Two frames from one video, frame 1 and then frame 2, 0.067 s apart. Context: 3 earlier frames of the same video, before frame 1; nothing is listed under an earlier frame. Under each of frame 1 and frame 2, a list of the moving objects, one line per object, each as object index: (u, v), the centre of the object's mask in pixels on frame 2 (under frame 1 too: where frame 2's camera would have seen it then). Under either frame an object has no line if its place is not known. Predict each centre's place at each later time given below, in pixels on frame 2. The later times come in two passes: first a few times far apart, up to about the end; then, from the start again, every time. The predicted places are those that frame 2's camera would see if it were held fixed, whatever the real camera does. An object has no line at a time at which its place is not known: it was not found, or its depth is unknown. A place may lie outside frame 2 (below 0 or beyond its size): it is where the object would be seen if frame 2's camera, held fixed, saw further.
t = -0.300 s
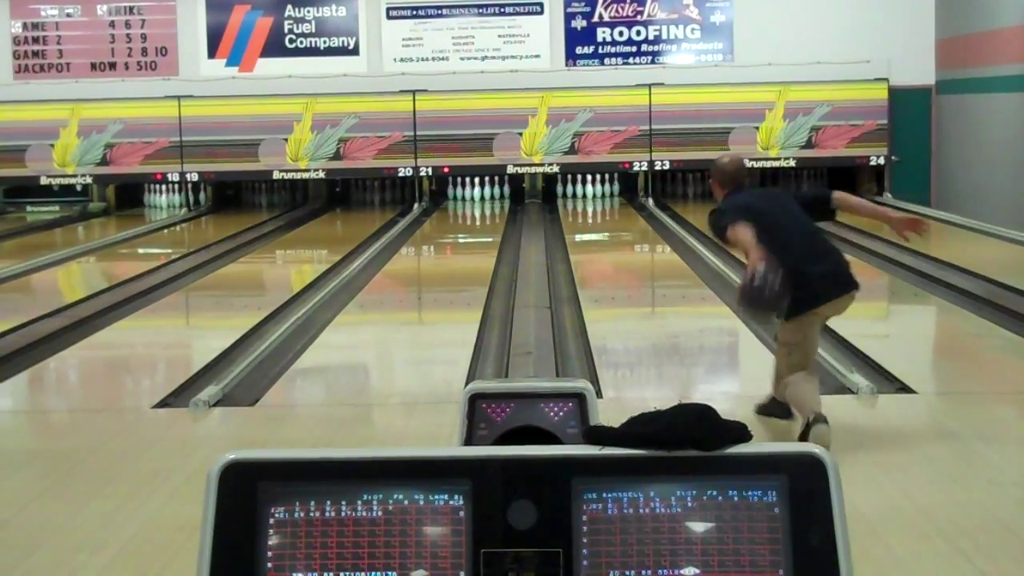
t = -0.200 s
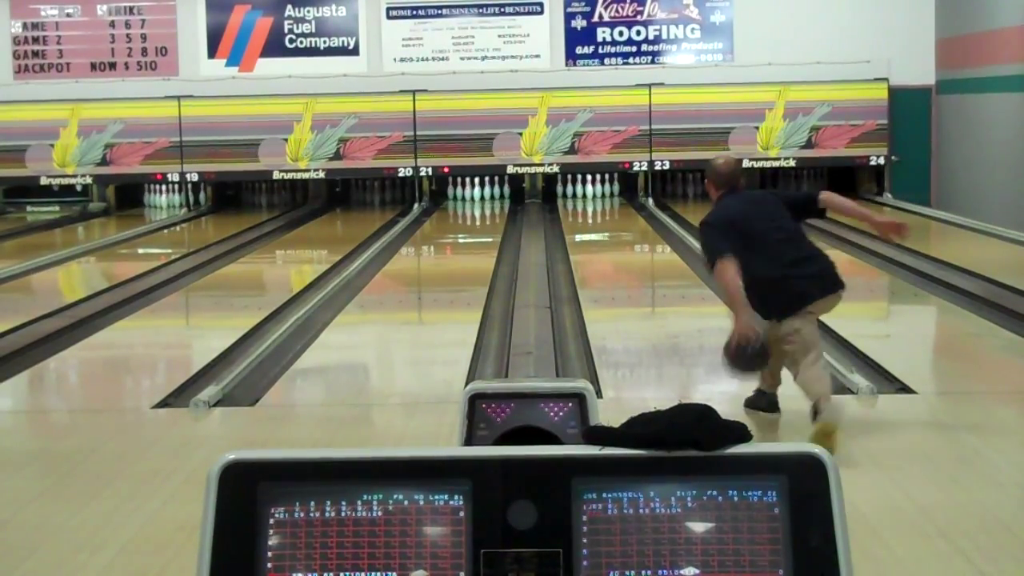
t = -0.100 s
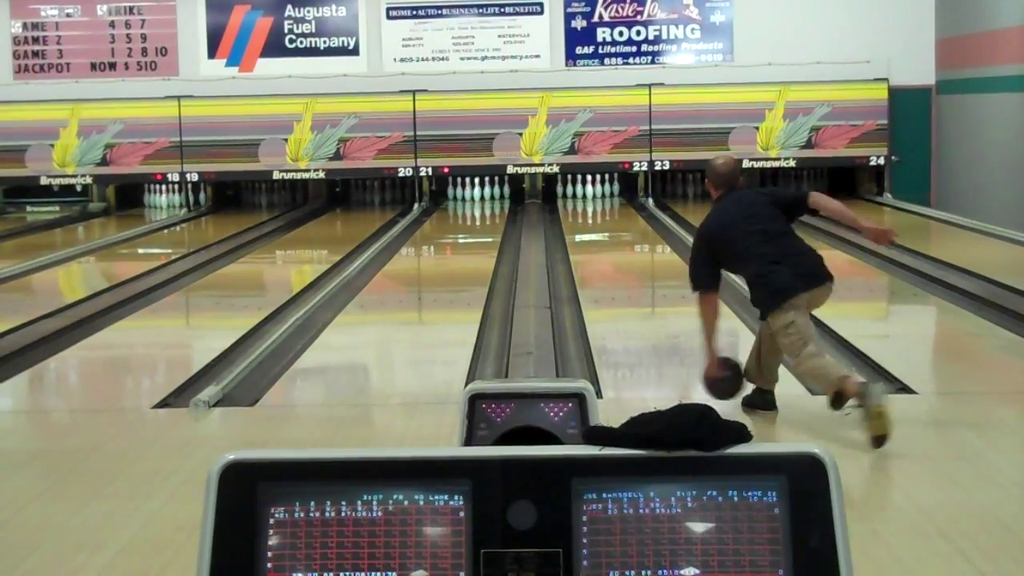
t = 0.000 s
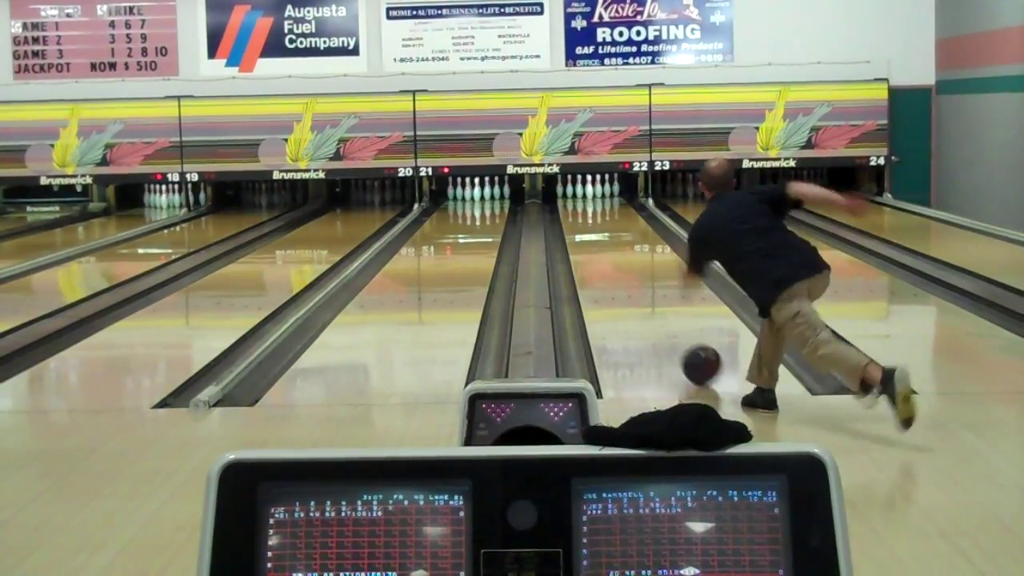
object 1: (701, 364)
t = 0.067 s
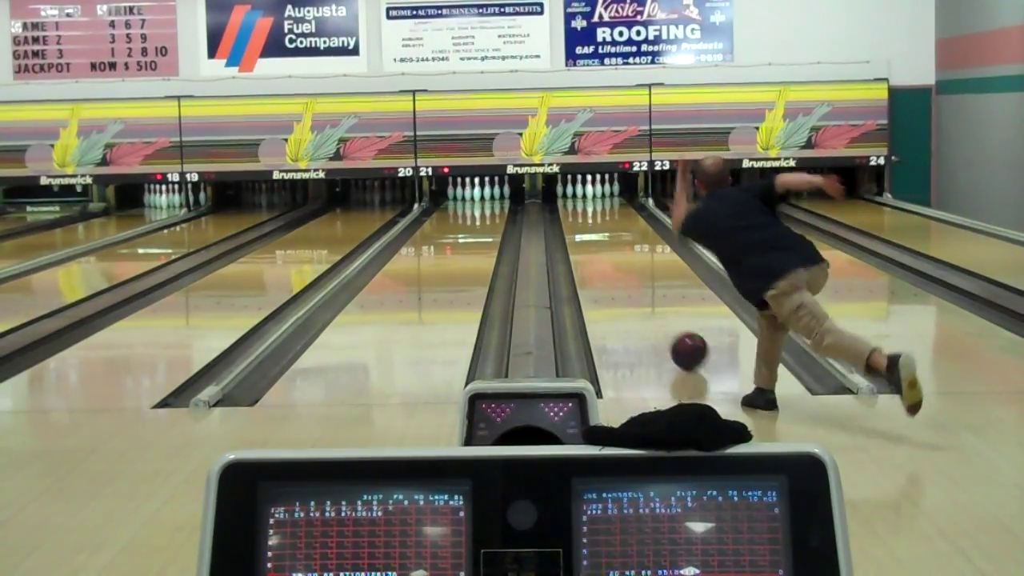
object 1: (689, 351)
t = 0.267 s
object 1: (659, 317)
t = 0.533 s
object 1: (631, 284)
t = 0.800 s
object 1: (613, 261)
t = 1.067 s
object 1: (600, 243)
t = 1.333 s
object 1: (591, 229)
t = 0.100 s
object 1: (683, 345)
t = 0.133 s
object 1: (678, 339)
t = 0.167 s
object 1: (672, 333)
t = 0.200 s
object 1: (668, 328)
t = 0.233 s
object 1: (663, 322)
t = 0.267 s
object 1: (659, 317)
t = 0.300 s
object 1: (655, 312)
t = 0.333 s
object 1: (651, 308)
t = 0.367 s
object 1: (647, 303)
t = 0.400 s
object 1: (644, 299)
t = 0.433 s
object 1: (641, 295)
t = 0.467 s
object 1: (637, 291)
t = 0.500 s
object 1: (634, 288)
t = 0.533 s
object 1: (631, 284)
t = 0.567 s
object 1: (629, 281)
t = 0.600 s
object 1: (626, 278)
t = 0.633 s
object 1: (624, 275)
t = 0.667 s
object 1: (621, 272)
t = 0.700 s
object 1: (619, 269)
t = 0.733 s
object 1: (617, 267)
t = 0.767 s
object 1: (615, 264)
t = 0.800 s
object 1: (613, 261)
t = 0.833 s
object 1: (611, 259)
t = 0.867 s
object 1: (609, 256)
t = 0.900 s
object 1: (607, 254)
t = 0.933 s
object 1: (606, 252)
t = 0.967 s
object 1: (604, 249)
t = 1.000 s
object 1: (603, 247)
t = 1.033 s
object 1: (601, 245)
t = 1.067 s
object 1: (600, 243)
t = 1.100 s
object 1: (599, 241)
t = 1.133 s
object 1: (597, 240)
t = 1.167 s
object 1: (596, 237)
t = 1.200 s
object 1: (594, 236)
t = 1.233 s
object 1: (594, 234)
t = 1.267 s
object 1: (592, 233)
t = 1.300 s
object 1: (591, 231)
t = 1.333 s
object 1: (591, 229)
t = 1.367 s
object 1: (589, 228)
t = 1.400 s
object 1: (588, 226)
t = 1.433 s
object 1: (588, 225)
